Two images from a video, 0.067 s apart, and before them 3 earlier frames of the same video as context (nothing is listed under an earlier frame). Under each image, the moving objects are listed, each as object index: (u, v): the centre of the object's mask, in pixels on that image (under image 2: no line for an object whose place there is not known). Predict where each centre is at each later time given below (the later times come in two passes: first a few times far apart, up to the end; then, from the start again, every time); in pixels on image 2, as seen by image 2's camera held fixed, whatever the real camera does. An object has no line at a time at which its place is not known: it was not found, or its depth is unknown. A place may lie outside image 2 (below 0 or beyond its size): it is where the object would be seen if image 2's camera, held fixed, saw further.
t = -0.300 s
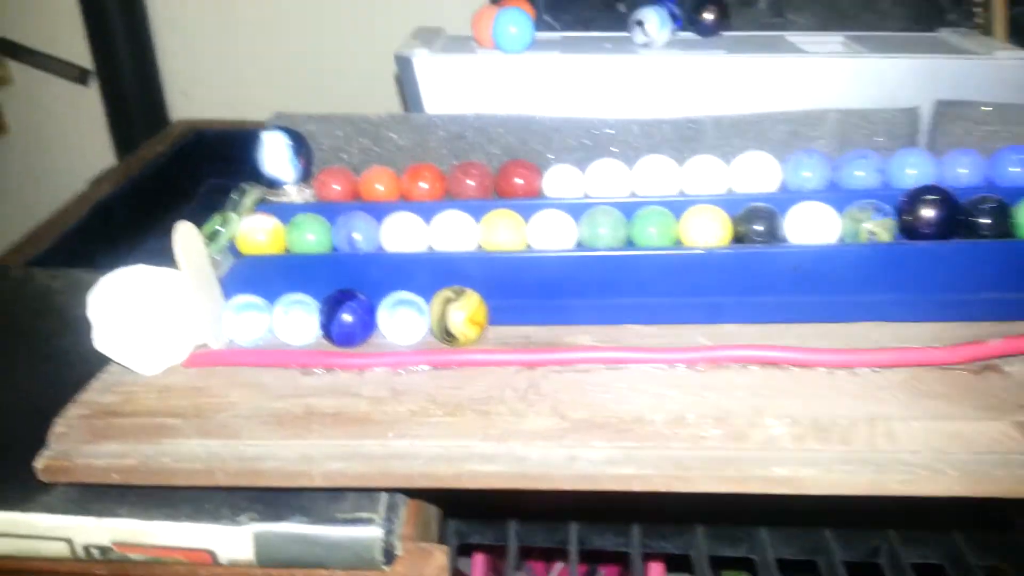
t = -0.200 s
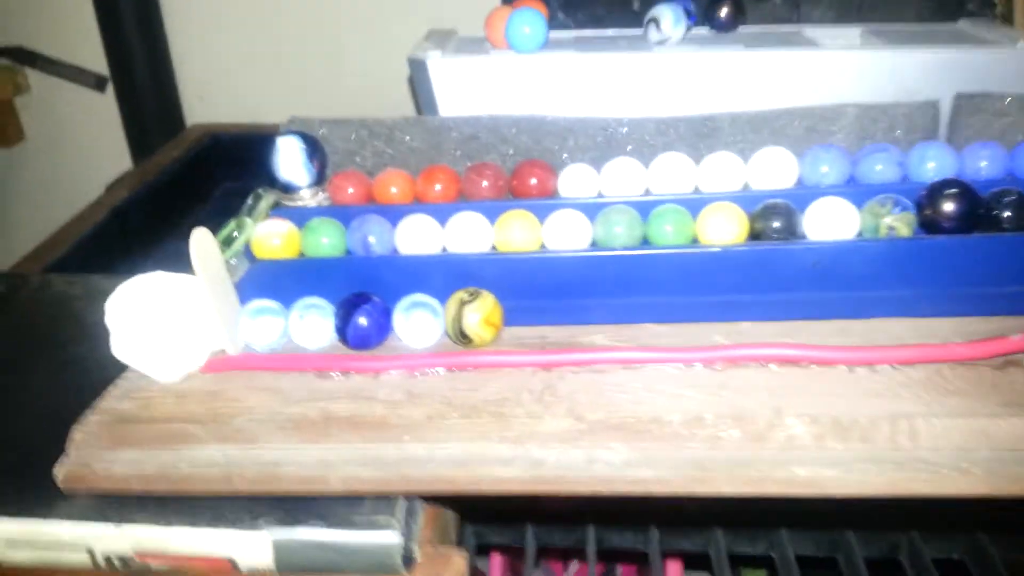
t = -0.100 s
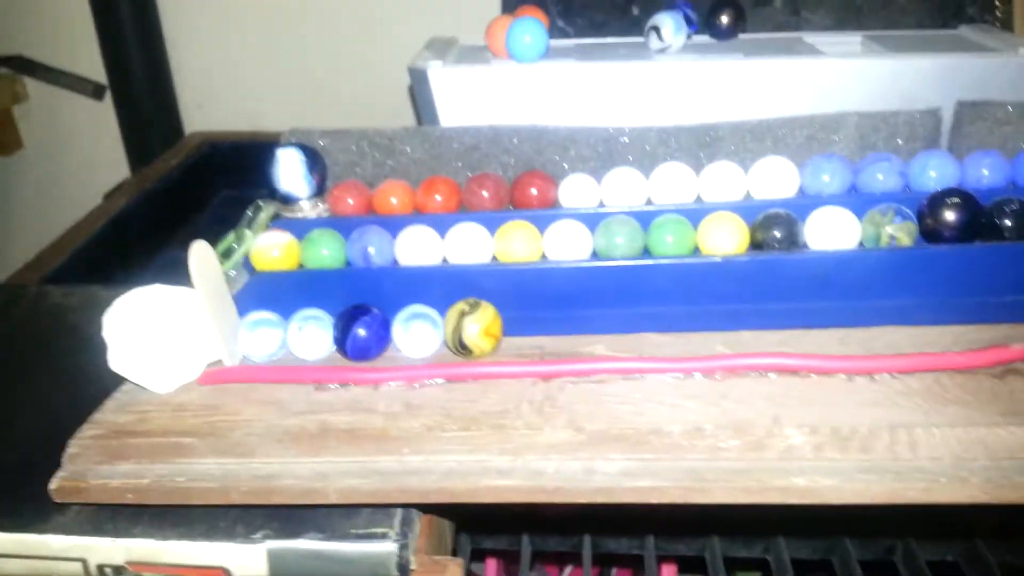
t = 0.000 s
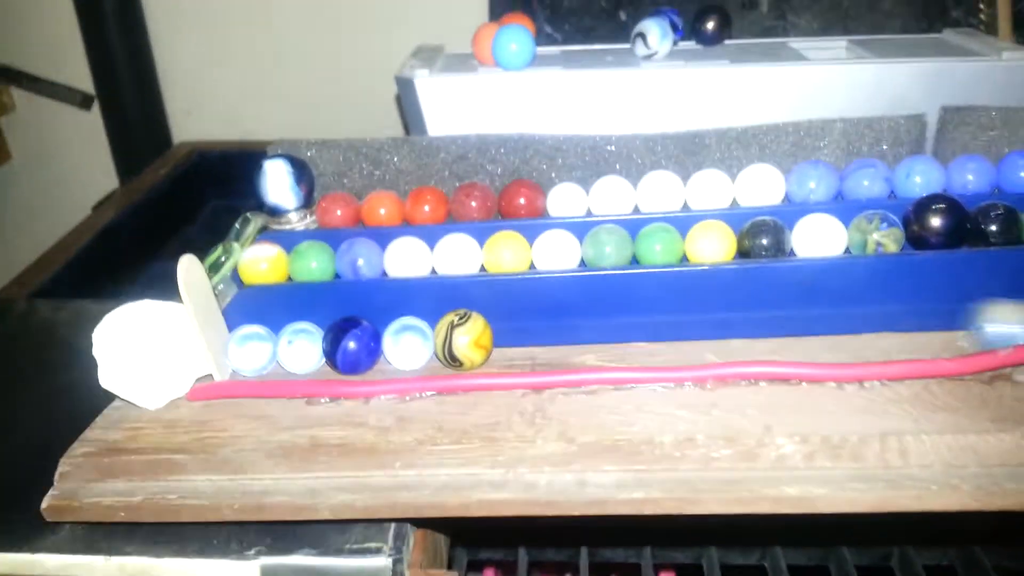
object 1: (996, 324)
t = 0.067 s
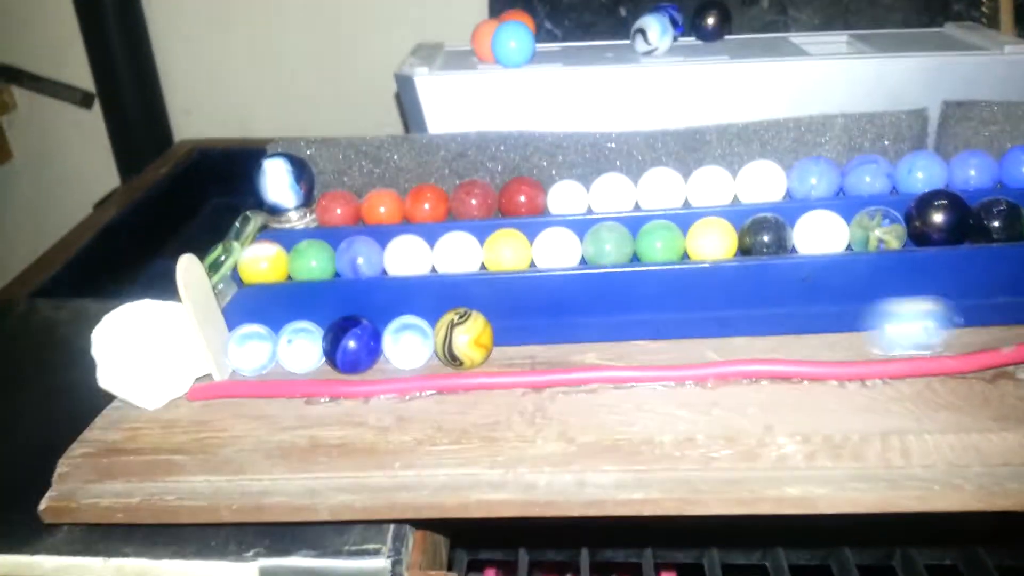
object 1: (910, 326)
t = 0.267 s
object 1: (609, 336)
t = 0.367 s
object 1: (522, 338)
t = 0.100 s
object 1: (858, 325)
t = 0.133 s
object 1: (807, 327)
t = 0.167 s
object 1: (758, 329)
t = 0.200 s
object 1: (708, 332)
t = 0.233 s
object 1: (657, 335)
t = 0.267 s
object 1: (609, 336)
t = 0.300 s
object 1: (557, 338)
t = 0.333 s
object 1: (523, 338)
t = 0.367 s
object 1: (522, 338)
